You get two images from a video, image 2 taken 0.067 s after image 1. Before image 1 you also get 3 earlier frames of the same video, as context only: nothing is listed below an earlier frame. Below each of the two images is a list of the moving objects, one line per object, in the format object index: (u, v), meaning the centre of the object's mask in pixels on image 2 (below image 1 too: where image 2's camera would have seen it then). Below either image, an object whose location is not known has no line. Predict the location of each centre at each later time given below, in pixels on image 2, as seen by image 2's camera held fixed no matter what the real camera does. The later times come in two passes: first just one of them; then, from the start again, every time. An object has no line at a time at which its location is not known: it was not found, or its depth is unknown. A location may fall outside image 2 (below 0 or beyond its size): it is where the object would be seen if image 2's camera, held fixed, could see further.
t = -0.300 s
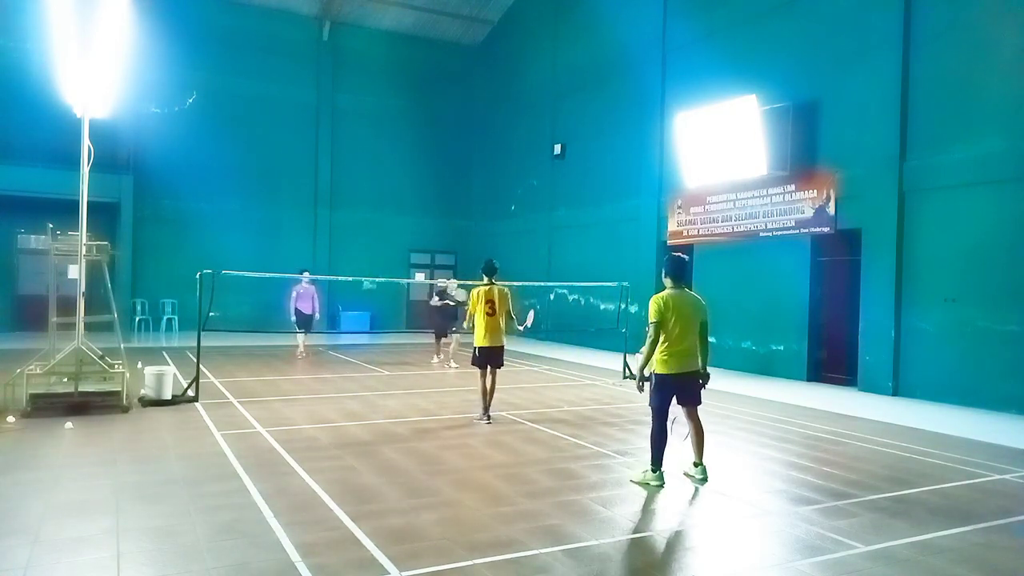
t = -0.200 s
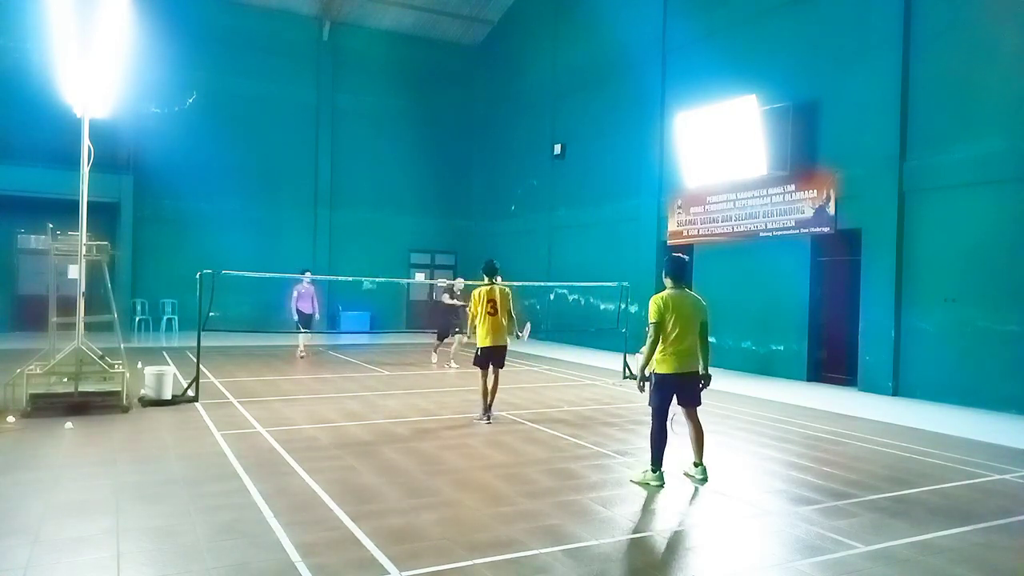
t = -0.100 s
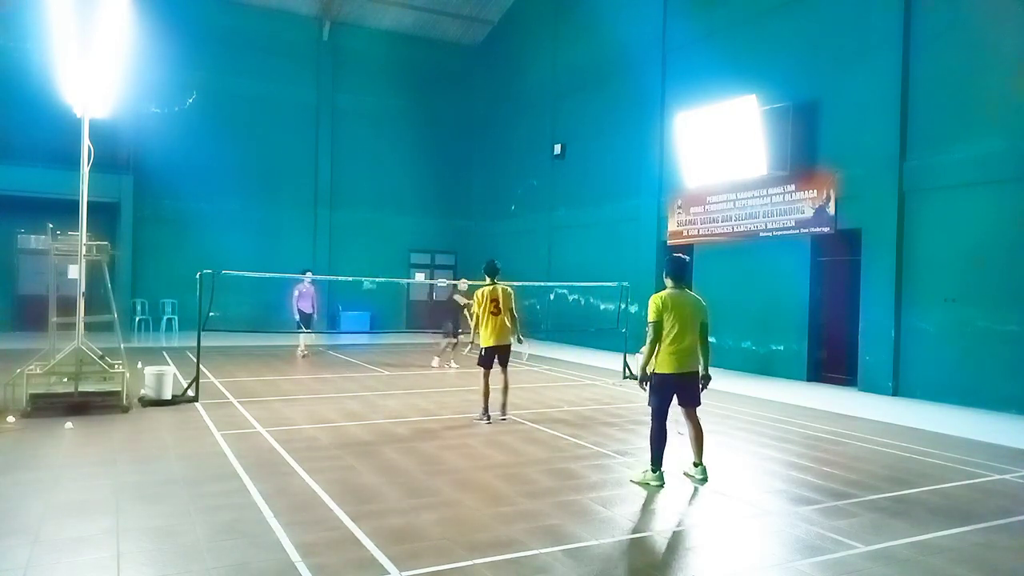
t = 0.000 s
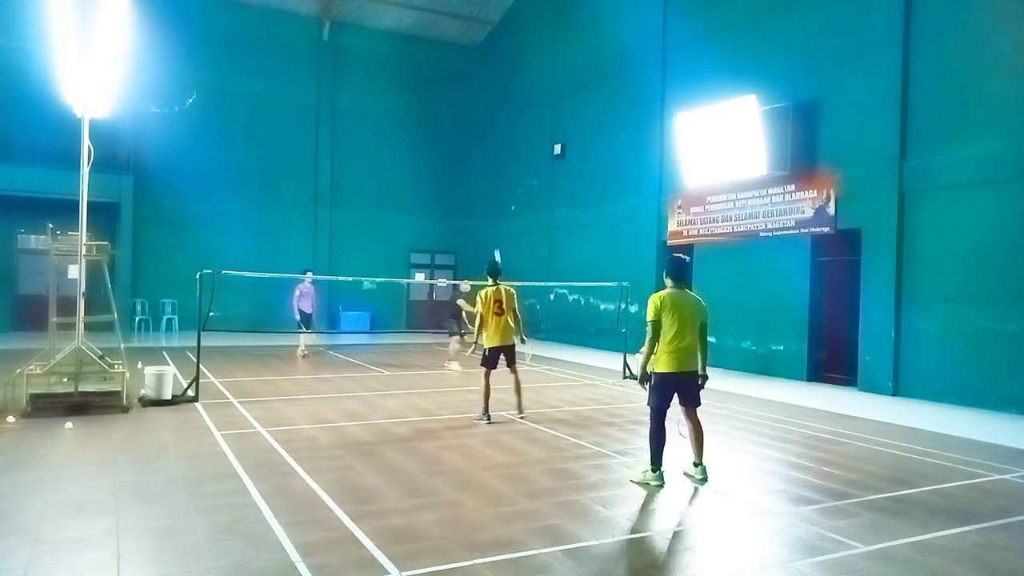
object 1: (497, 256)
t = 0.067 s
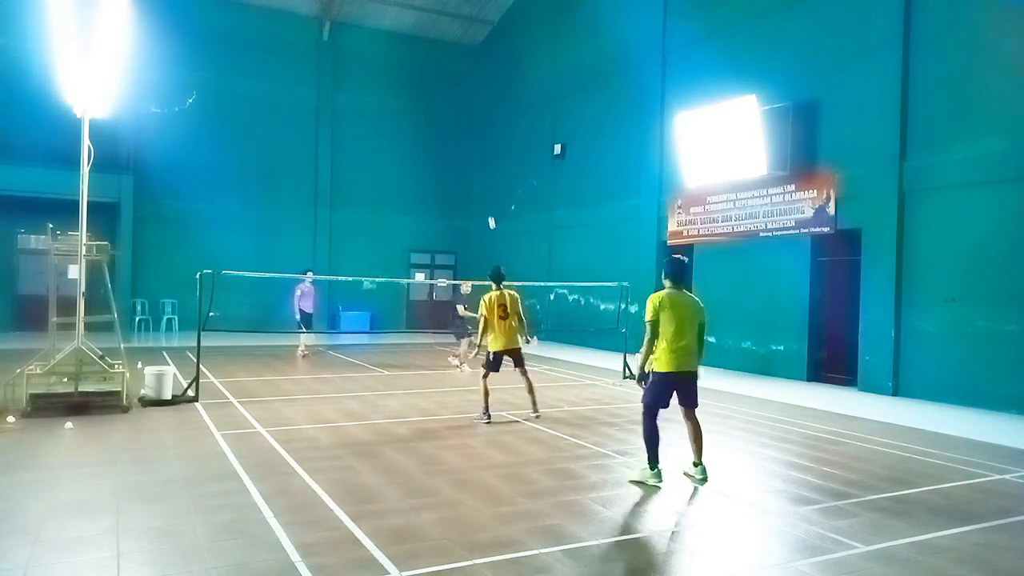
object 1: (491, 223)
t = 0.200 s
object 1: (483, 192)
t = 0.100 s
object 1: (489, 214)
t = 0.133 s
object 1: (487, 206)
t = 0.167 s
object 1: (485, 199)
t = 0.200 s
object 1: (483, 192)
